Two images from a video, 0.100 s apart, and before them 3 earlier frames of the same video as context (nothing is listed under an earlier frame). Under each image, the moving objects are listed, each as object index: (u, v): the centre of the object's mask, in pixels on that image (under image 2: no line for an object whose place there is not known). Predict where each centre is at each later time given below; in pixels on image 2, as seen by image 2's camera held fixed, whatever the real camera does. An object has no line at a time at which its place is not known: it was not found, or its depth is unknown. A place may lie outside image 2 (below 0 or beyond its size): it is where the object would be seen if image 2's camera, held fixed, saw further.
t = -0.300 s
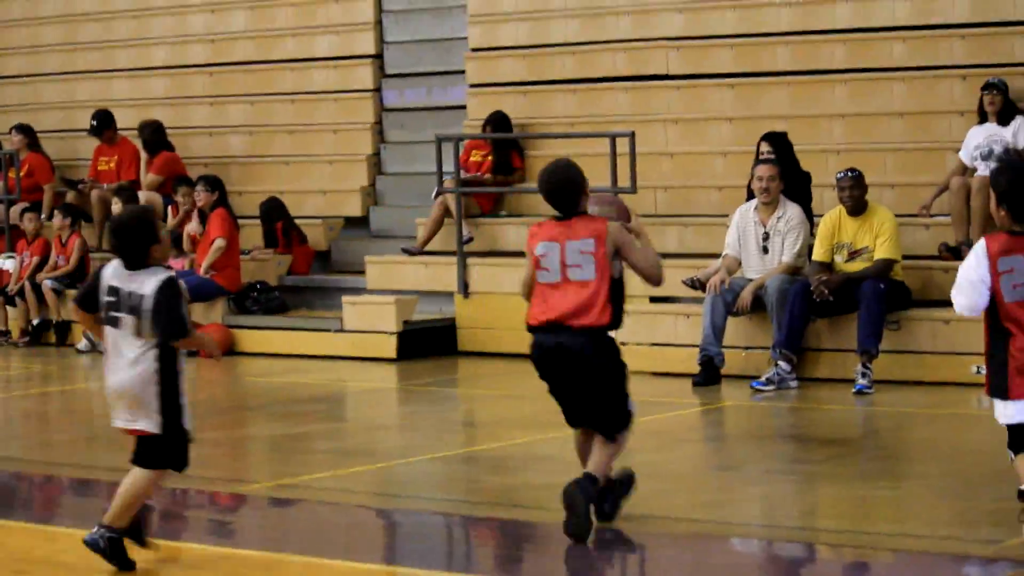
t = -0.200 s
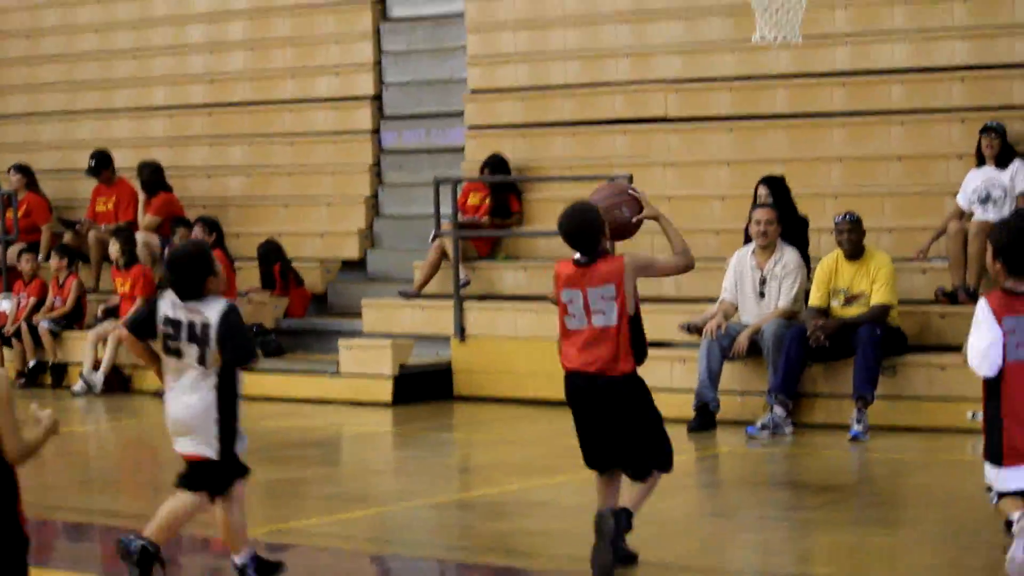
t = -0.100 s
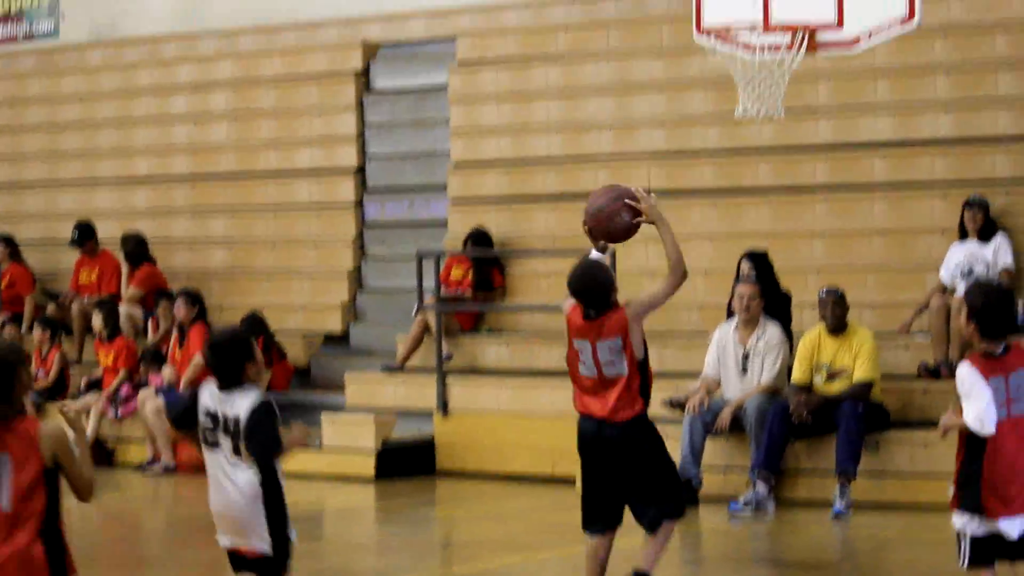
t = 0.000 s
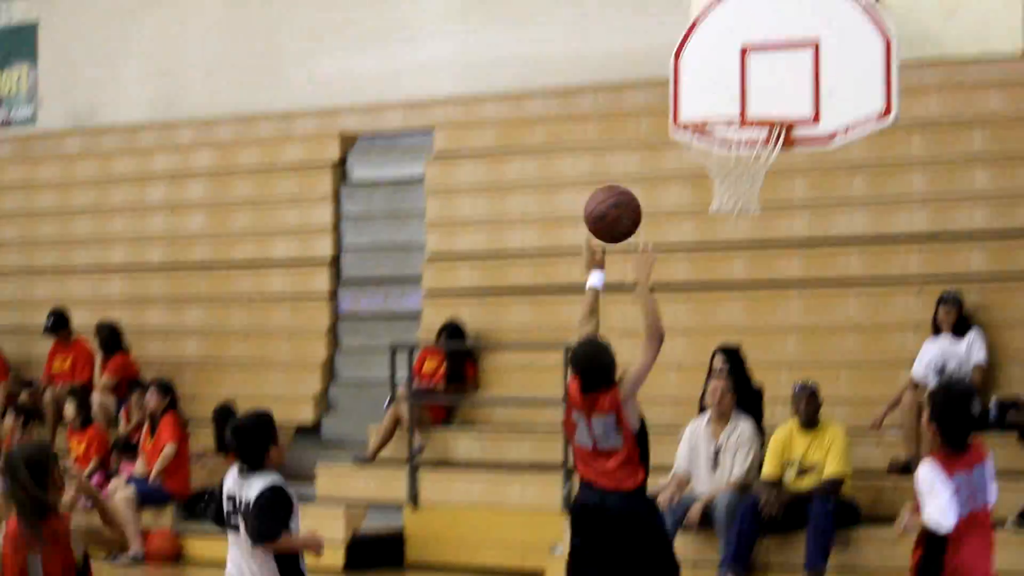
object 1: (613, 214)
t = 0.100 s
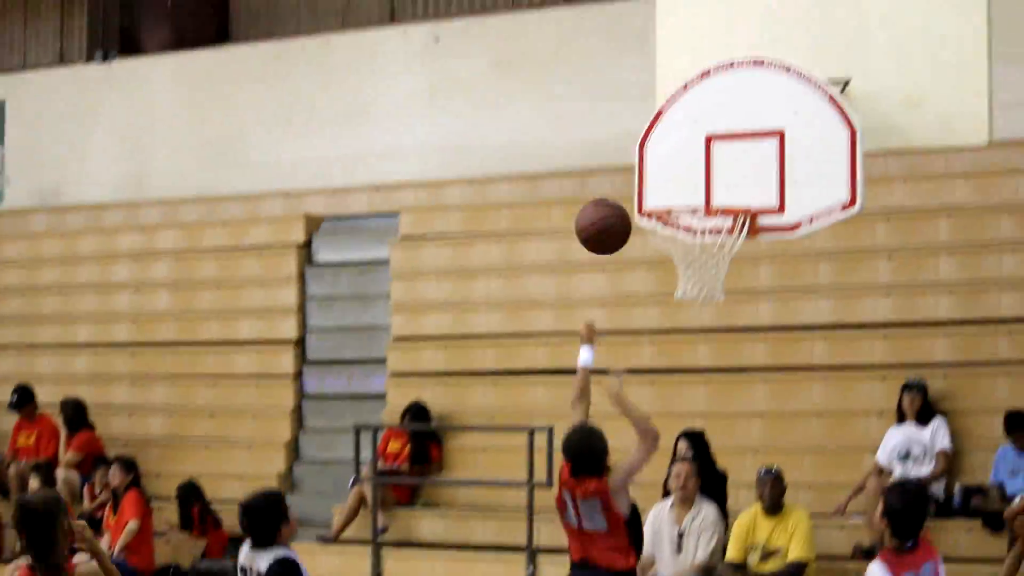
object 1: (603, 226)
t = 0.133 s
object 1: (613, 207)
